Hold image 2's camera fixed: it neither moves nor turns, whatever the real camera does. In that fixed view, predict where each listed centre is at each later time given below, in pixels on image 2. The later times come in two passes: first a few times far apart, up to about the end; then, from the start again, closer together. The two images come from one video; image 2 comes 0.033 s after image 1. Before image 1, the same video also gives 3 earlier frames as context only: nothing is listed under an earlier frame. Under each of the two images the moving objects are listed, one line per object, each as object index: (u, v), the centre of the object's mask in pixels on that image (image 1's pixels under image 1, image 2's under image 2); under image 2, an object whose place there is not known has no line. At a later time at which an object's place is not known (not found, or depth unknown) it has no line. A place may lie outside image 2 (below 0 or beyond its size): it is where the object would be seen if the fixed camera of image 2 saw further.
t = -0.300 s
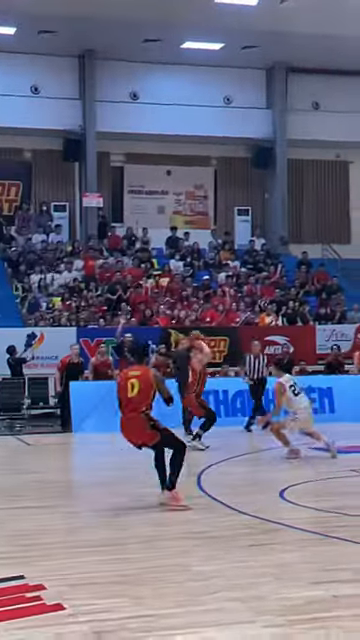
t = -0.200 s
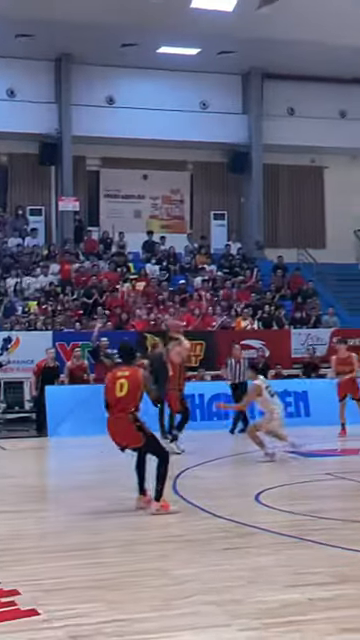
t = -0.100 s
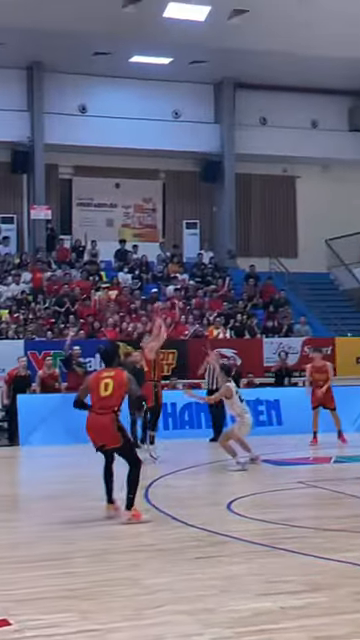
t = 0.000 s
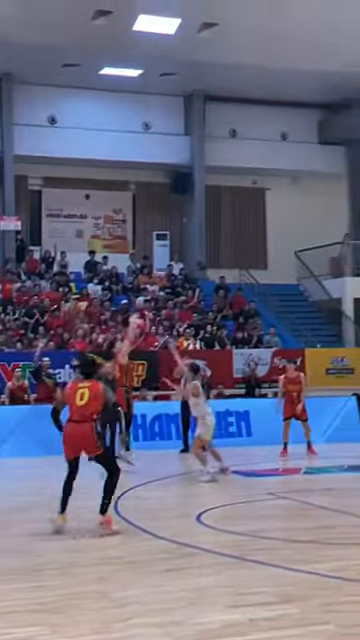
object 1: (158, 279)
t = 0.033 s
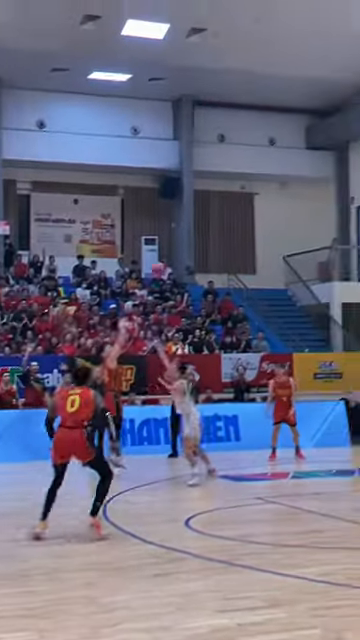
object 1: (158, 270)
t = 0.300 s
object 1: (248, 189)
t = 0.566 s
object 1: (341, 144)
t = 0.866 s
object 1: (457, 149)
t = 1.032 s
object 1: (525, 179)
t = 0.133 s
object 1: (191, 234)
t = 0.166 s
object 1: (203, 224)
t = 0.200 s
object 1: (213, 214)
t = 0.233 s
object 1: (224, 204)
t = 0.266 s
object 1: (236, 195)
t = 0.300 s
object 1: (248, 189)
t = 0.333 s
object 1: (260, 178)
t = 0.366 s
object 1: (271, 175)
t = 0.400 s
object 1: (282, 166)
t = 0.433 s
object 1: (294, 160)
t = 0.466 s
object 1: (306, 154)
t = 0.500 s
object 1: (317, 150)
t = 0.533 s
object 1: (330, 147)
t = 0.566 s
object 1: (341, 144)
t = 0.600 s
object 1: (354, 141)
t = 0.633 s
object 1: (366, 140)
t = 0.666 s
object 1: (379, 138)
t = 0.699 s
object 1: (392, 138)
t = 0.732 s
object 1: (403, 138)
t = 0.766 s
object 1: (416, 140)
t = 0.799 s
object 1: (430, 142)
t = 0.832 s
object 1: (443, 145)
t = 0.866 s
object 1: (457, 149)
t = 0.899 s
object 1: (470, 153)
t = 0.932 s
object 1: (484, 158)
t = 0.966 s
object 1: (498, 165)
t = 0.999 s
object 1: (511, 171)
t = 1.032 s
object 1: (525, 179)
